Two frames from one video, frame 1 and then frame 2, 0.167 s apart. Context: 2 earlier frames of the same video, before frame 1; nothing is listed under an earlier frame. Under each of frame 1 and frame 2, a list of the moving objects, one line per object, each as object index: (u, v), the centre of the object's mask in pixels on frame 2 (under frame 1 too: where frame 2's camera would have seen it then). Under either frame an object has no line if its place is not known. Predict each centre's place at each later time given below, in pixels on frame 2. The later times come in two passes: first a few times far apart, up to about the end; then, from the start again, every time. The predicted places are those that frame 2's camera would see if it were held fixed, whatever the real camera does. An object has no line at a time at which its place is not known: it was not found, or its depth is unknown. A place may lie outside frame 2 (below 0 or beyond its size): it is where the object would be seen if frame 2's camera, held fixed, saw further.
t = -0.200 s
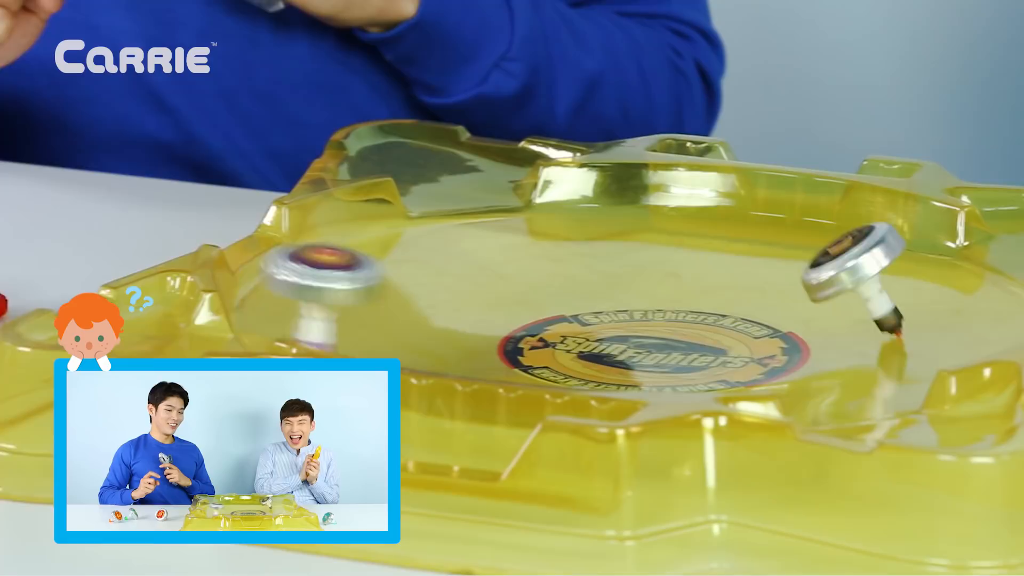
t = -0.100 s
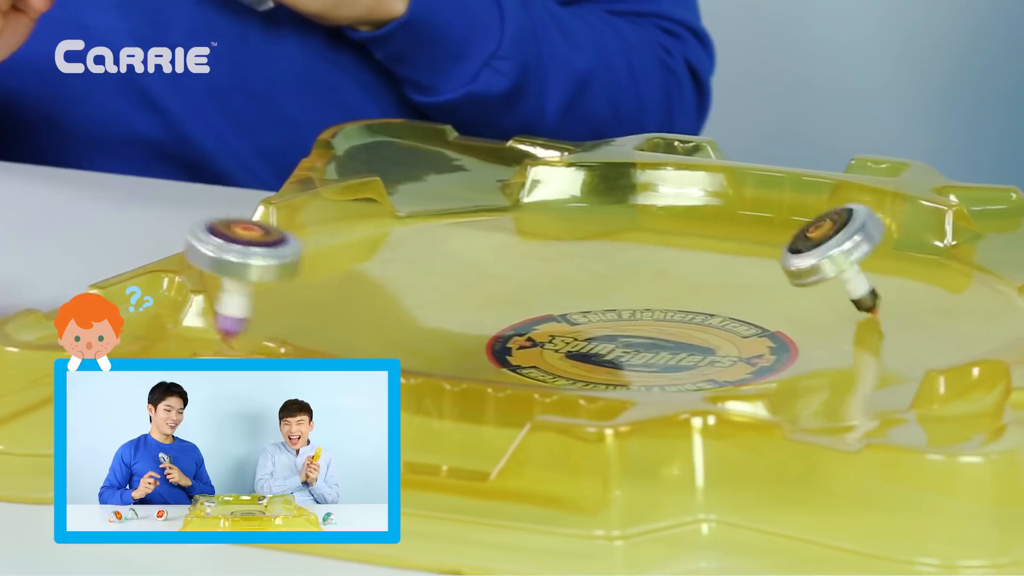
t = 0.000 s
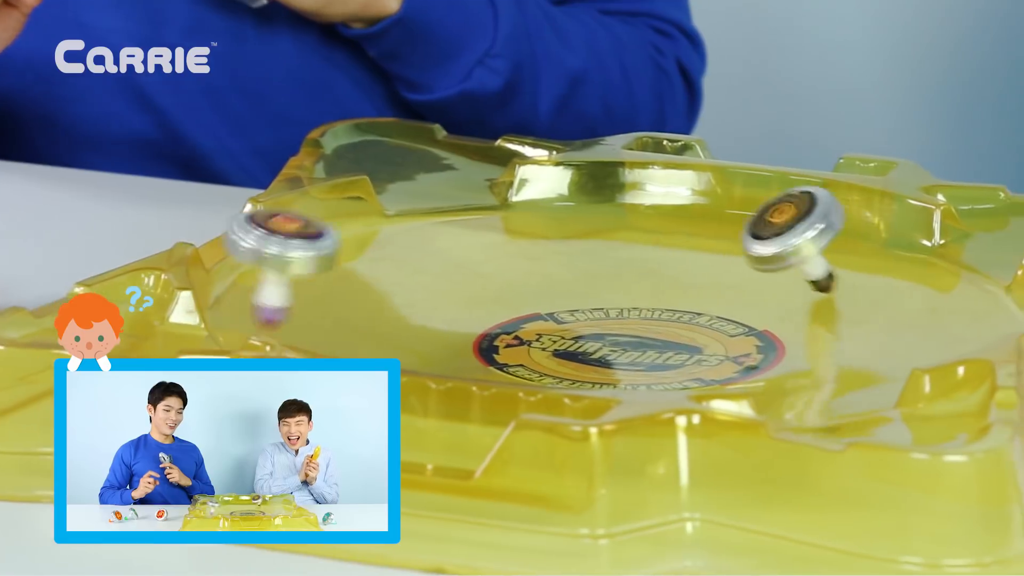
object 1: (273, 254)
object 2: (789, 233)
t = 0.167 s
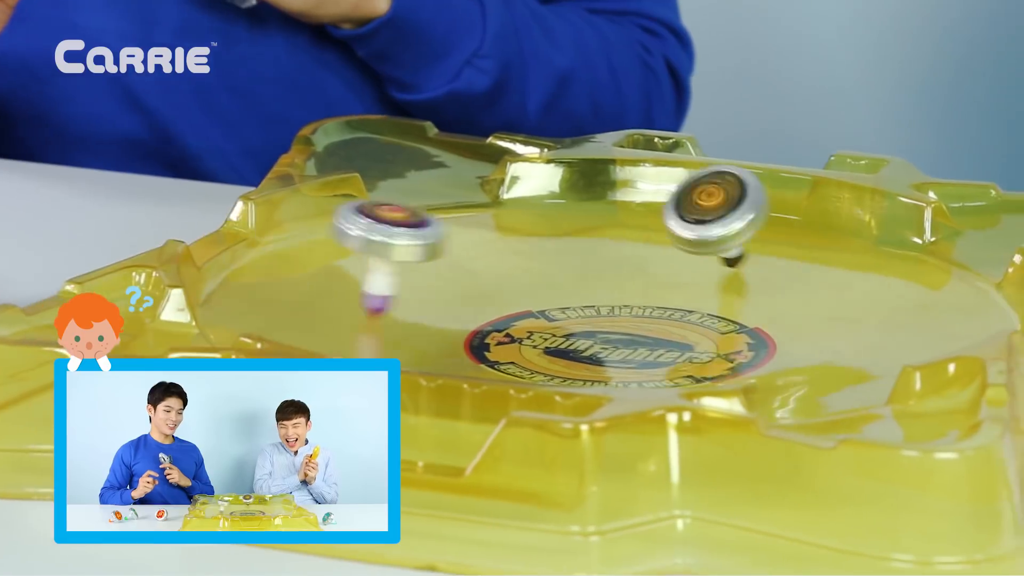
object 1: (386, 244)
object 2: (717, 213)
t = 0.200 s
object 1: (414, 244)
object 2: (700, 210)
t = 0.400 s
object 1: (634, 259)
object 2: (573, 202)
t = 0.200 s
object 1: (414, 244)
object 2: (700, 210)
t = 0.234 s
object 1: (445, 245)
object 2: (681, 207)
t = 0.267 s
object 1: (480, 246)
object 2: (660, 205)
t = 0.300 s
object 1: (517, 248)
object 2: (639, 205)
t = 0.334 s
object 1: (556, 252)
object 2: (621, 201)
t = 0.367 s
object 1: (595, 254)
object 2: (598, 191)
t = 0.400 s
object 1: (634, 259)
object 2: (573, 202)
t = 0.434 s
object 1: (667, 253)
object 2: (559, 207)
